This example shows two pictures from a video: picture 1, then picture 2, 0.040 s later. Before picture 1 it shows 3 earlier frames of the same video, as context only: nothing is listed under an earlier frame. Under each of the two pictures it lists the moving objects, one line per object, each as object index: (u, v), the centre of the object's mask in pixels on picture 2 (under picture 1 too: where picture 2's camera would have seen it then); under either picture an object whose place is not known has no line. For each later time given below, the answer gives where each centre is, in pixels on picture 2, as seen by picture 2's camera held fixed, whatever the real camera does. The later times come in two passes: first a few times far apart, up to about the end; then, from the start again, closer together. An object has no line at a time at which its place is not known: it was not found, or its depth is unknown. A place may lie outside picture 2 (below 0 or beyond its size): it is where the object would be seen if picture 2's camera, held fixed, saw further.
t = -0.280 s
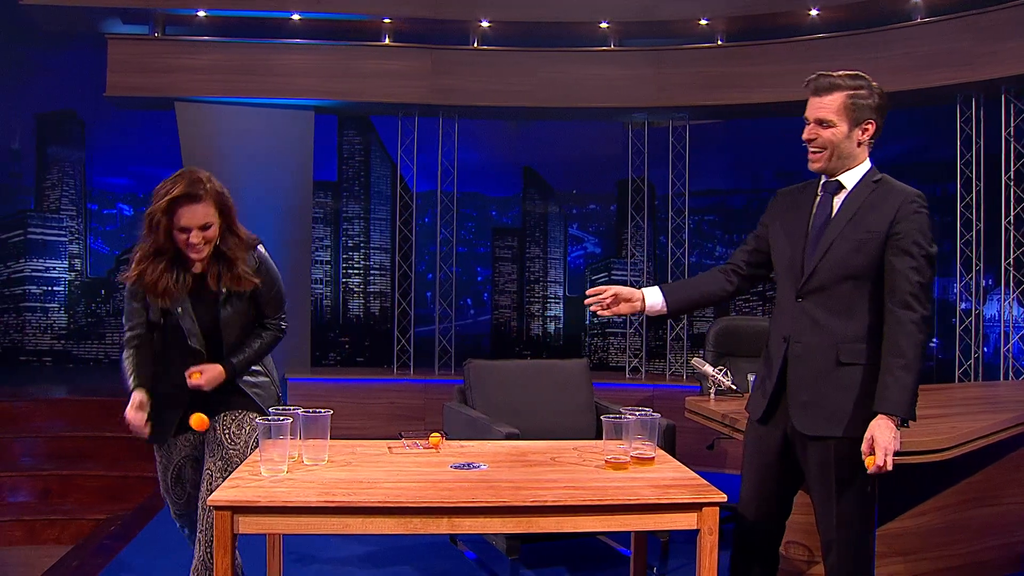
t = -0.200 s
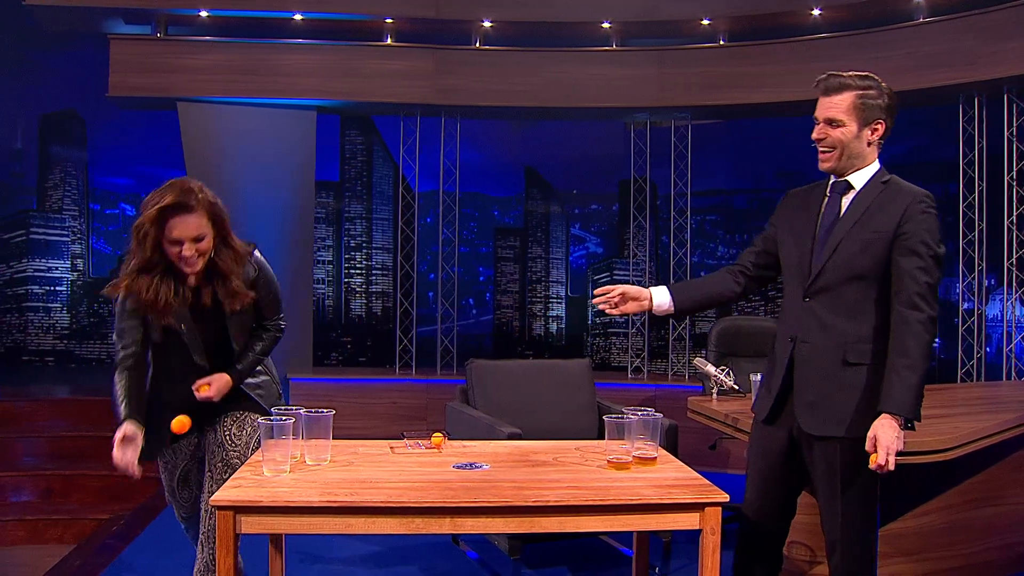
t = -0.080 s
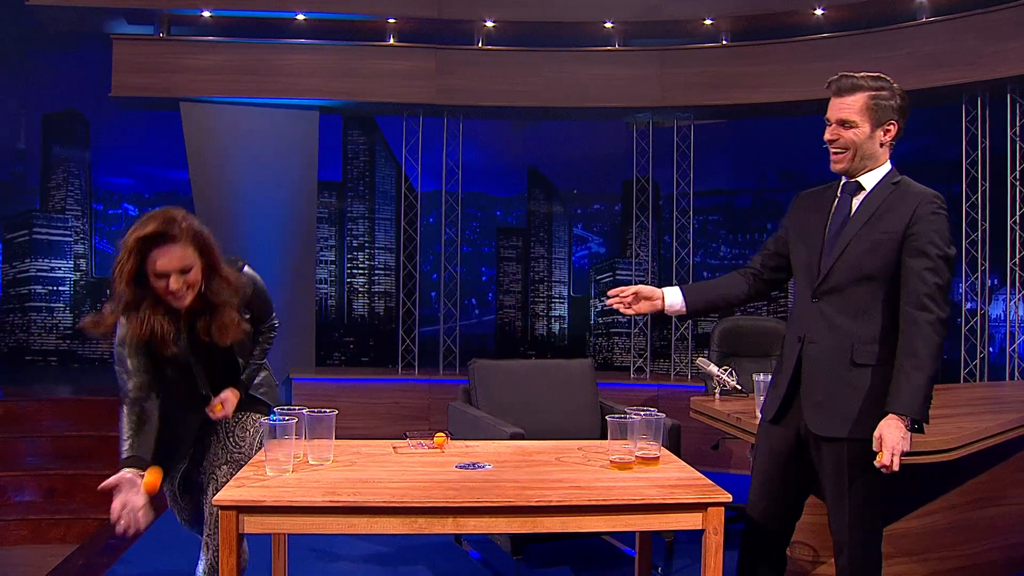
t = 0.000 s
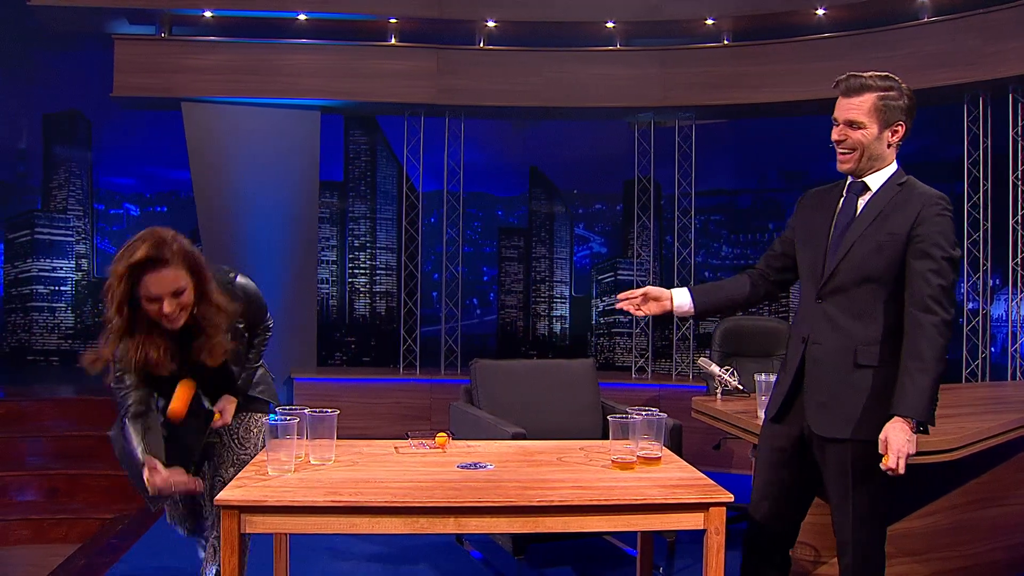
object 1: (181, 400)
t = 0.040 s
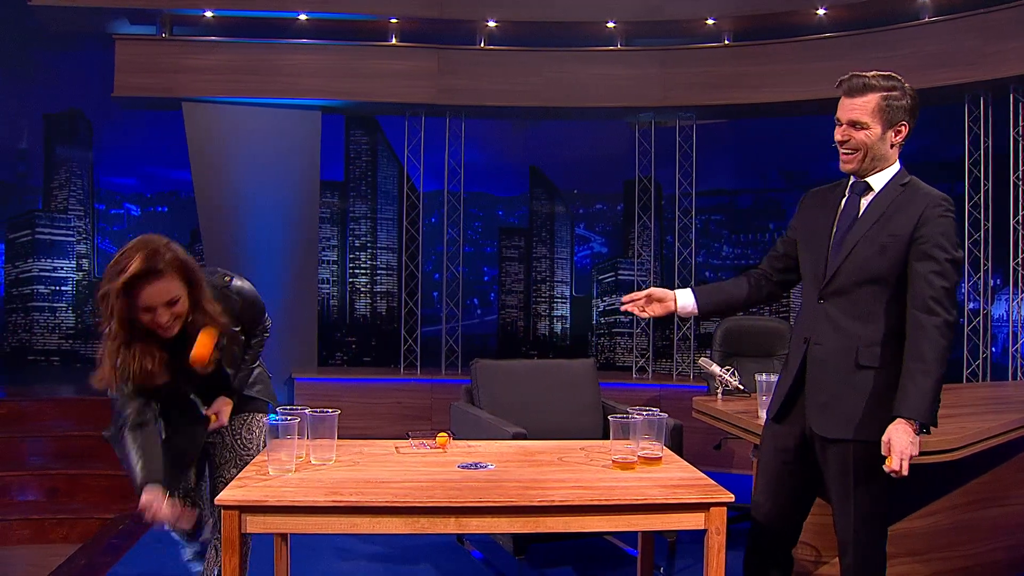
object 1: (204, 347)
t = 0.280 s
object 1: (336, 165)
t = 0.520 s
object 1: (493, 287)
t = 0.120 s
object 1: (246, 259)
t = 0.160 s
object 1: (268, 225)
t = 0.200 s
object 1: (290, 197)
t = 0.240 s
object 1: (311, 177)
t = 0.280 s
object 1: (336, 165)
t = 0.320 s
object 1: (360, 162)
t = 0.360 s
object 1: (384, 167)
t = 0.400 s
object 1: (408, 181)
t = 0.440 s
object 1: (436, 206)
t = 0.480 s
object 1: (464, 241)
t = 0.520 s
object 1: (493, 287)
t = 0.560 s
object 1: (524, 345)
